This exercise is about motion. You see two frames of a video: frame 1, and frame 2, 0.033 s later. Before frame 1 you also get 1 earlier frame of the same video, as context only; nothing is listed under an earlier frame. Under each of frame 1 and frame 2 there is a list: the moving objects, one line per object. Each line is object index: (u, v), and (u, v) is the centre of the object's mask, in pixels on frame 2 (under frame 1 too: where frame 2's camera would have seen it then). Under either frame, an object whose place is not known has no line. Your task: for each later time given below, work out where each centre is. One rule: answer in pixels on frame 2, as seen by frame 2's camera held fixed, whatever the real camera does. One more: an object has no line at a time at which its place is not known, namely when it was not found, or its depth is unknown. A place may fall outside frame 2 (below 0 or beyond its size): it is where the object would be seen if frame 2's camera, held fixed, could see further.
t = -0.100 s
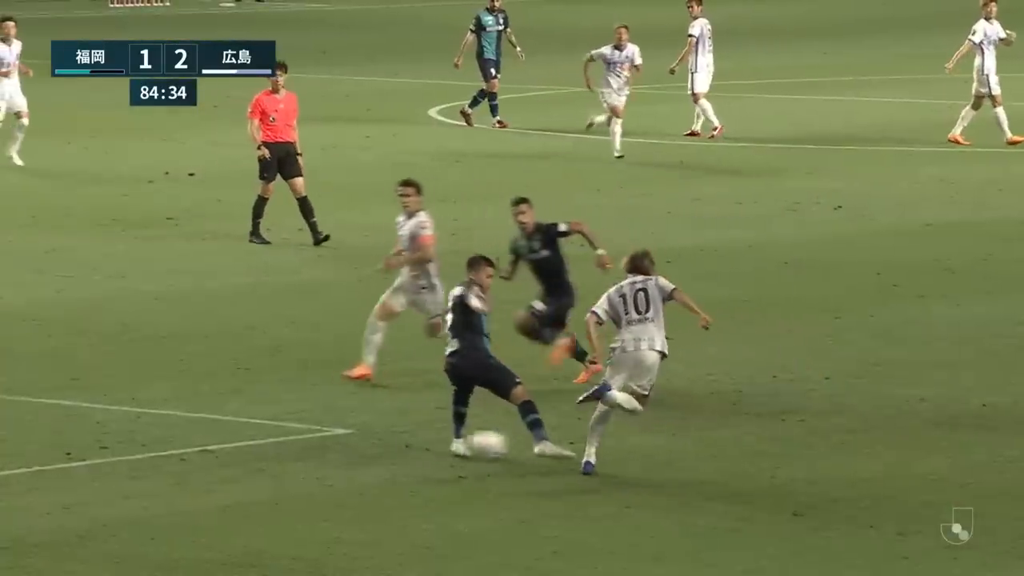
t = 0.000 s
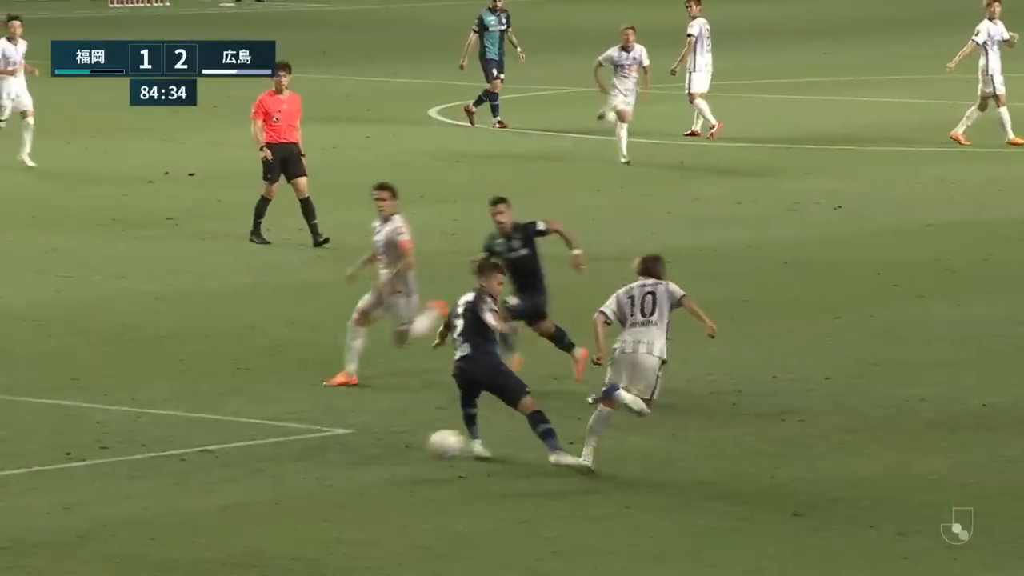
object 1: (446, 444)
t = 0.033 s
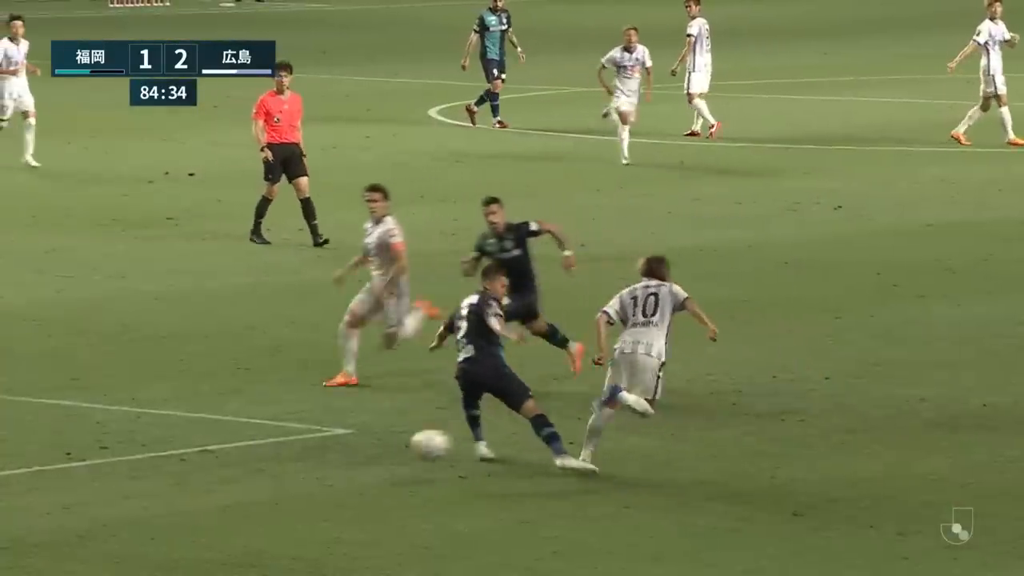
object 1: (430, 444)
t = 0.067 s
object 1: (417, 443)
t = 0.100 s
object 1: (404, 444)
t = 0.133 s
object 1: (390, 445)
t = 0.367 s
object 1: (289, 455)
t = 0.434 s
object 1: (259, 460)
